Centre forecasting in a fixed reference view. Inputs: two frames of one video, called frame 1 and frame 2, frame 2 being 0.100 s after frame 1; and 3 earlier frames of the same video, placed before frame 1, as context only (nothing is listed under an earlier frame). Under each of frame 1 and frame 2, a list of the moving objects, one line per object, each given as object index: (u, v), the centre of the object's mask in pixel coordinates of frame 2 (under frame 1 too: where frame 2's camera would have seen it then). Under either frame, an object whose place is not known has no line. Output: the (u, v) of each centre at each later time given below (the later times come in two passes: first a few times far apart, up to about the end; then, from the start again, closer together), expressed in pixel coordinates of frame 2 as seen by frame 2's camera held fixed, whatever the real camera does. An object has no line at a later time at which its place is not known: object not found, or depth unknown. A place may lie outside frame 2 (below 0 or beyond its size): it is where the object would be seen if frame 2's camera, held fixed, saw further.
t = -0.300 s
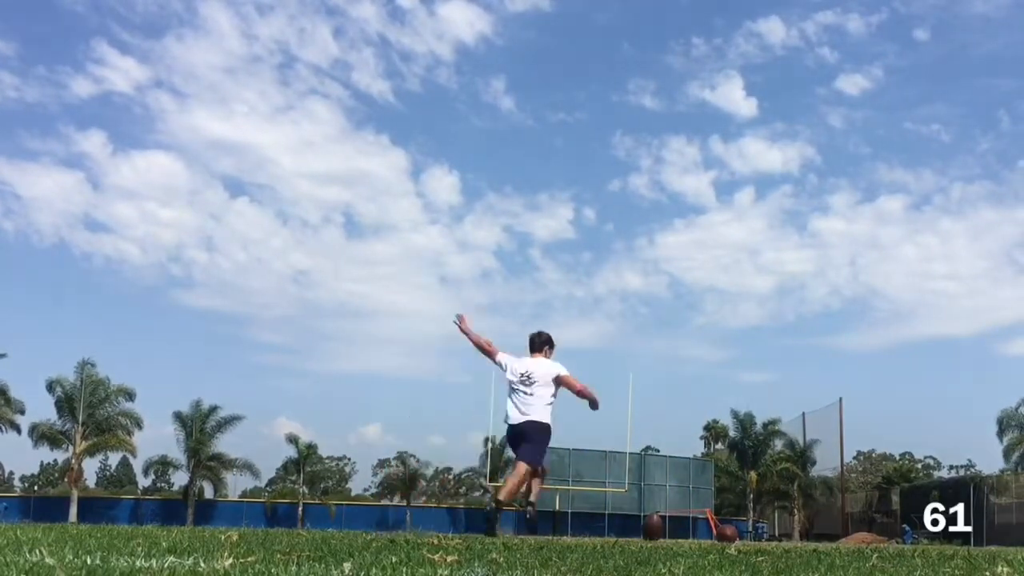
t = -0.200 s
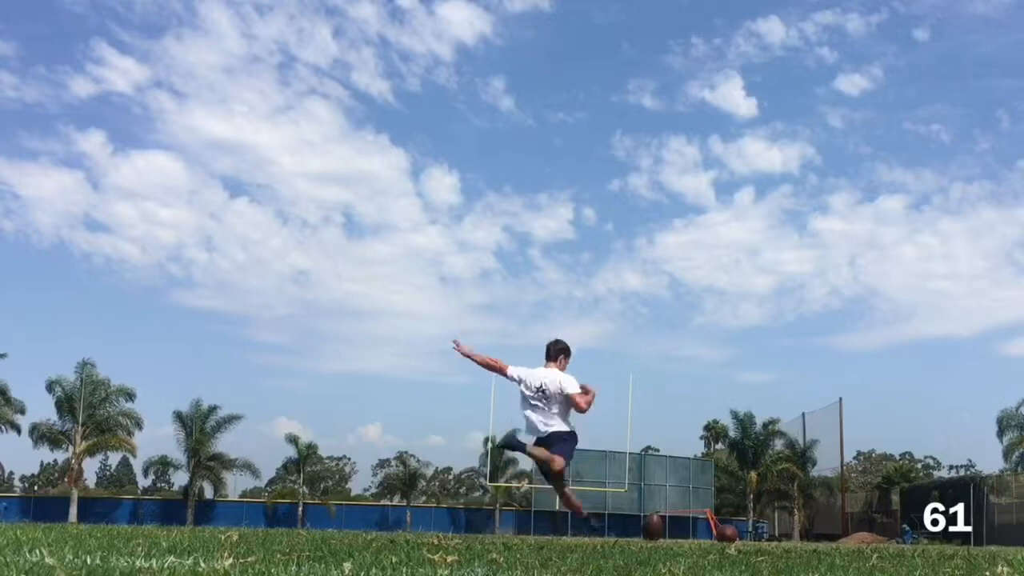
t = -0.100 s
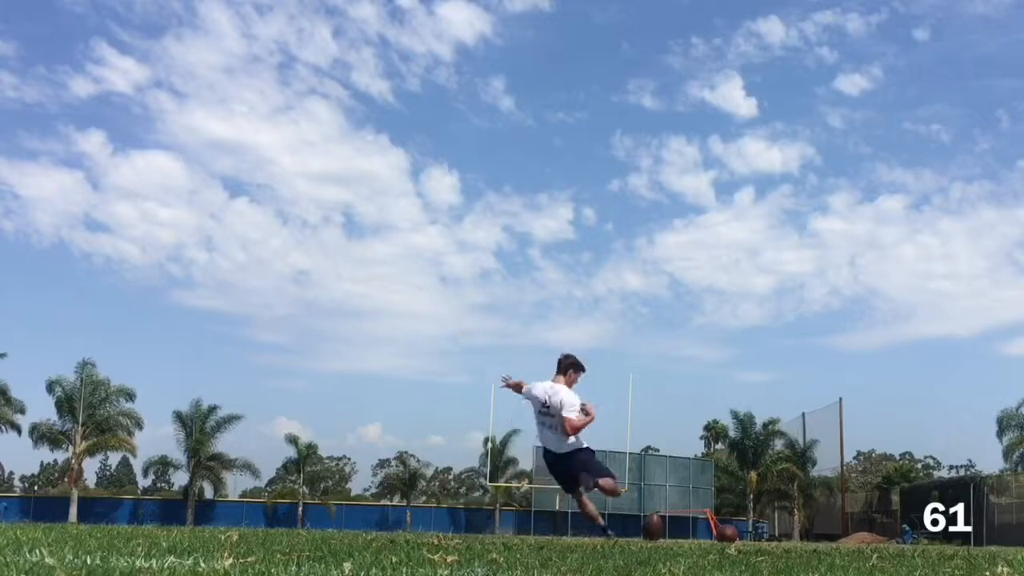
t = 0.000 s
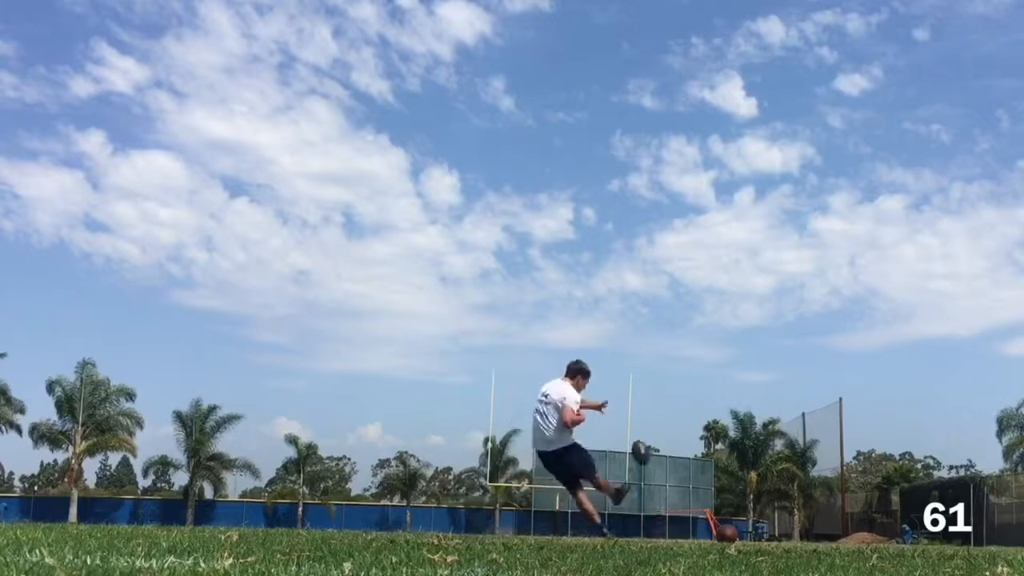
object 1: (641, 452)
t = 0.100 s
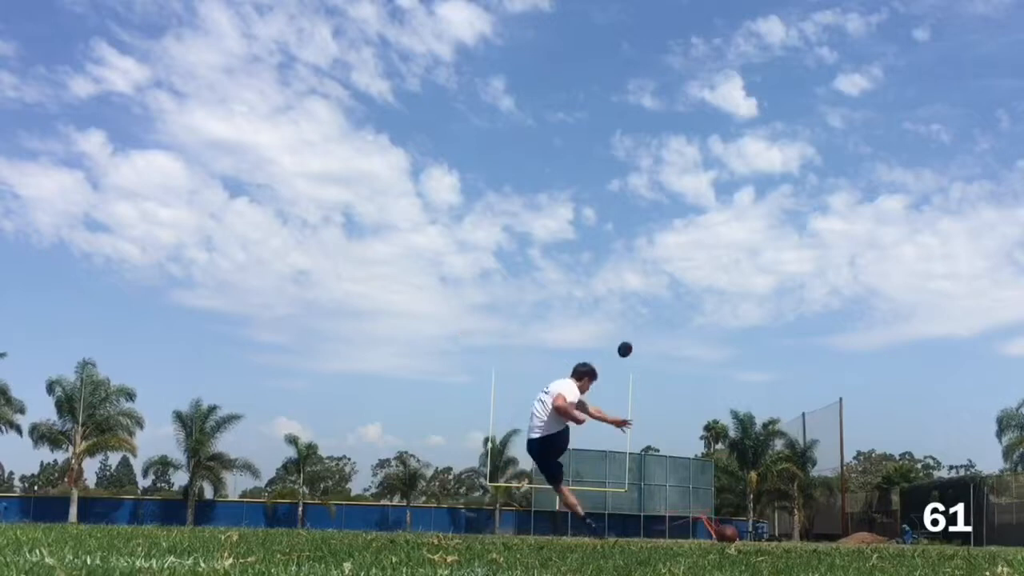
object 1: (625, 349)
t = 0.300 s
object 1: (610, 240)
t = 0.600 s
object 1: (604, 179)
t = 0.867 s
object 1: (602, 166)
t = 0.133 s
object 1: (621, 324)
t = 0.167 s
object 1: (618, 302)
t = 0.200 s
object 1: (615, 284)
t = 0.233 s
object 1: (613, 268)
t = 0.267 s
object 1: (611, 254)
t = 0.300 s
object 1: (610, 240)
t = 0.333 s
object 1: (609, 230)
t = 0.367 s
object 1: (608, 220)
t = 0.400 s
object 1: (607, 211)
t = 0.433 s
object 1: (607, 204)
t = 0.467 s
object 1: (606, 197)
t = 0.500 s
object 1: (605, 192)
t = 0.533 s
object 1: (605, 187)
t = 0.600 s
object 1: (604, 179)
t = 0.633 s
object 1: (604, 176)
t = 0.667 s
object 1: (604, 173)
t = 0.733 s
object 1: (603, 169)
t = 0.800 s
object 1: (602, 167)
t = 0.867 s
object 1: (602, 166)
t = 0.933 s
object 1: (601, 166)
